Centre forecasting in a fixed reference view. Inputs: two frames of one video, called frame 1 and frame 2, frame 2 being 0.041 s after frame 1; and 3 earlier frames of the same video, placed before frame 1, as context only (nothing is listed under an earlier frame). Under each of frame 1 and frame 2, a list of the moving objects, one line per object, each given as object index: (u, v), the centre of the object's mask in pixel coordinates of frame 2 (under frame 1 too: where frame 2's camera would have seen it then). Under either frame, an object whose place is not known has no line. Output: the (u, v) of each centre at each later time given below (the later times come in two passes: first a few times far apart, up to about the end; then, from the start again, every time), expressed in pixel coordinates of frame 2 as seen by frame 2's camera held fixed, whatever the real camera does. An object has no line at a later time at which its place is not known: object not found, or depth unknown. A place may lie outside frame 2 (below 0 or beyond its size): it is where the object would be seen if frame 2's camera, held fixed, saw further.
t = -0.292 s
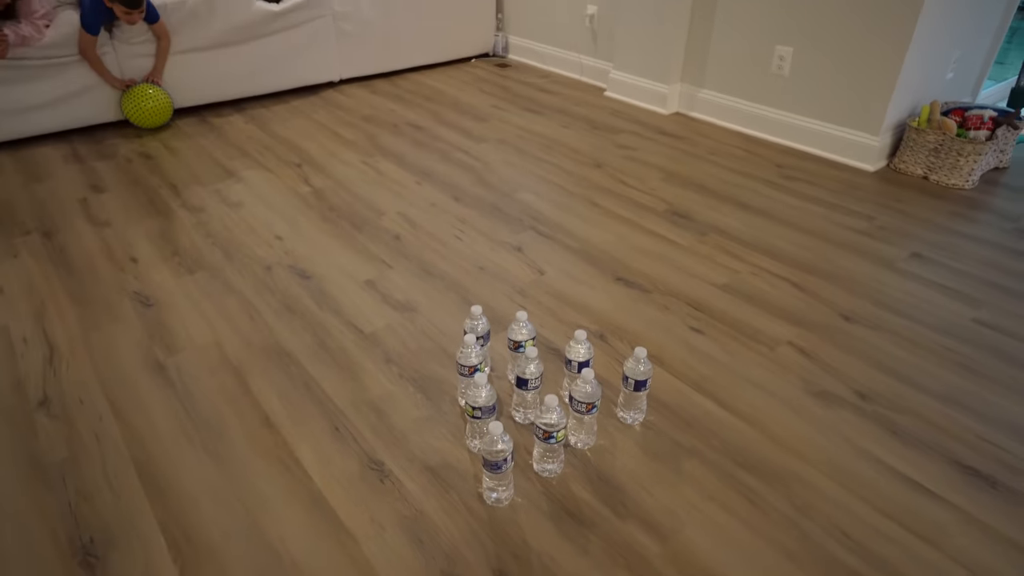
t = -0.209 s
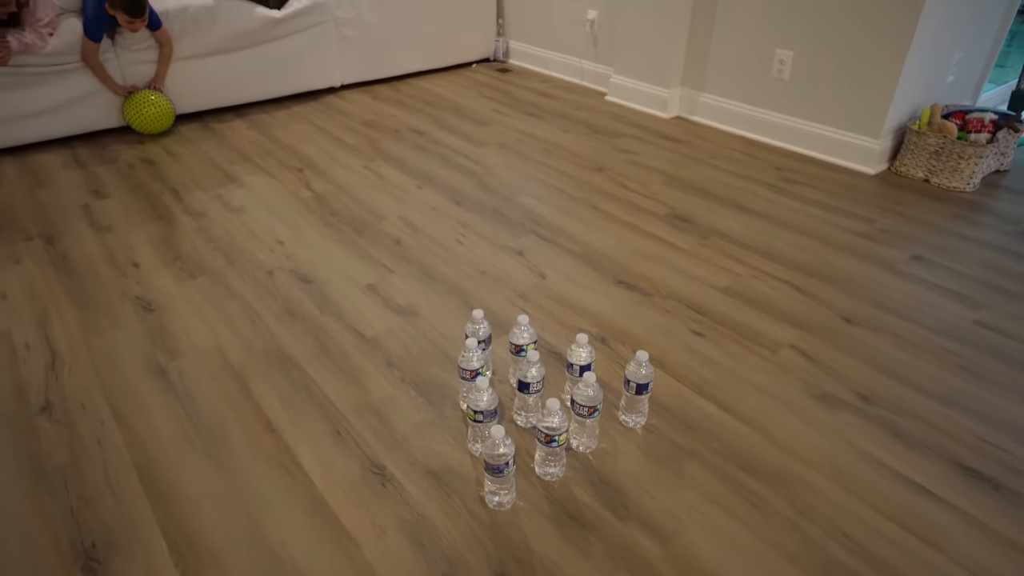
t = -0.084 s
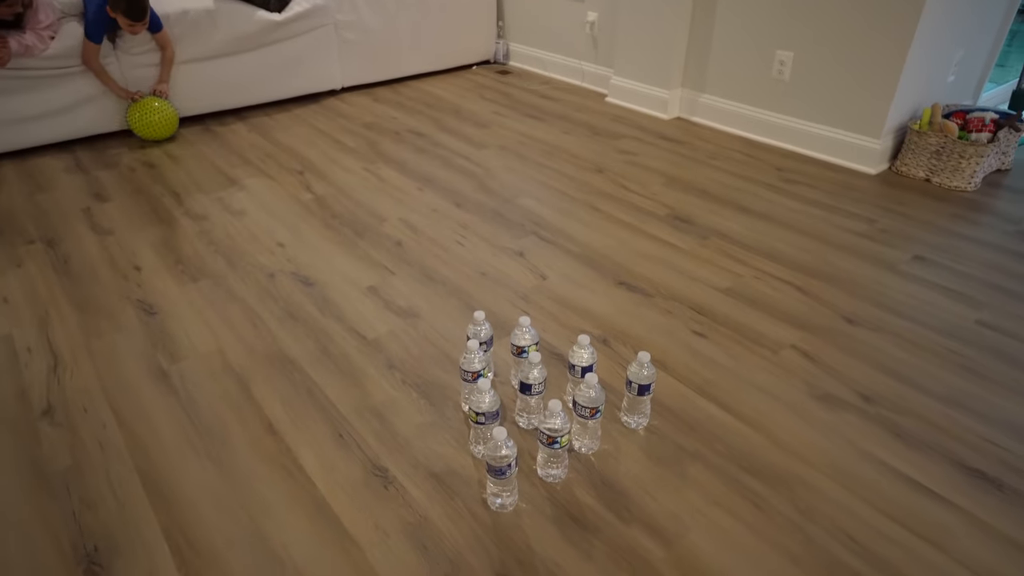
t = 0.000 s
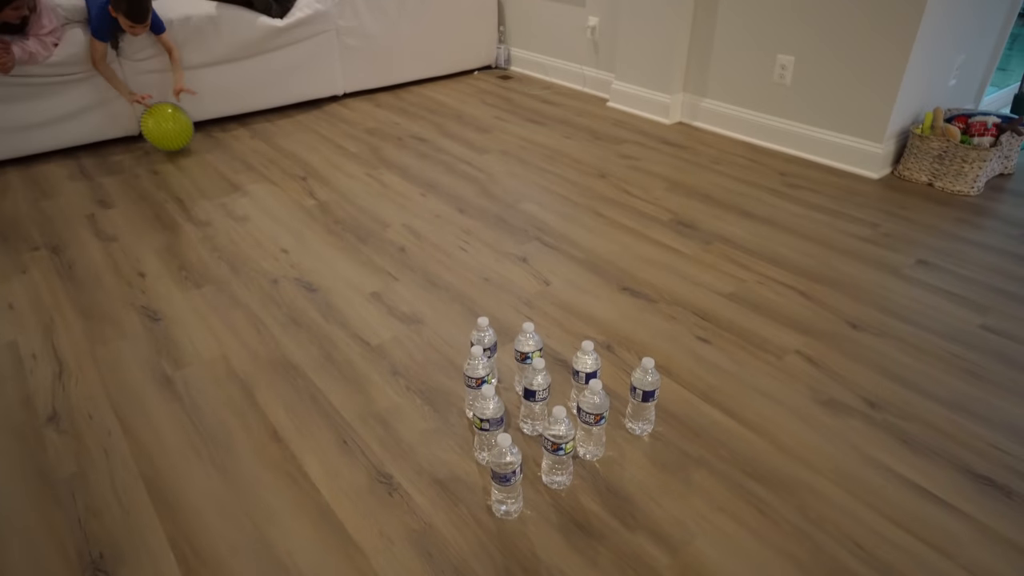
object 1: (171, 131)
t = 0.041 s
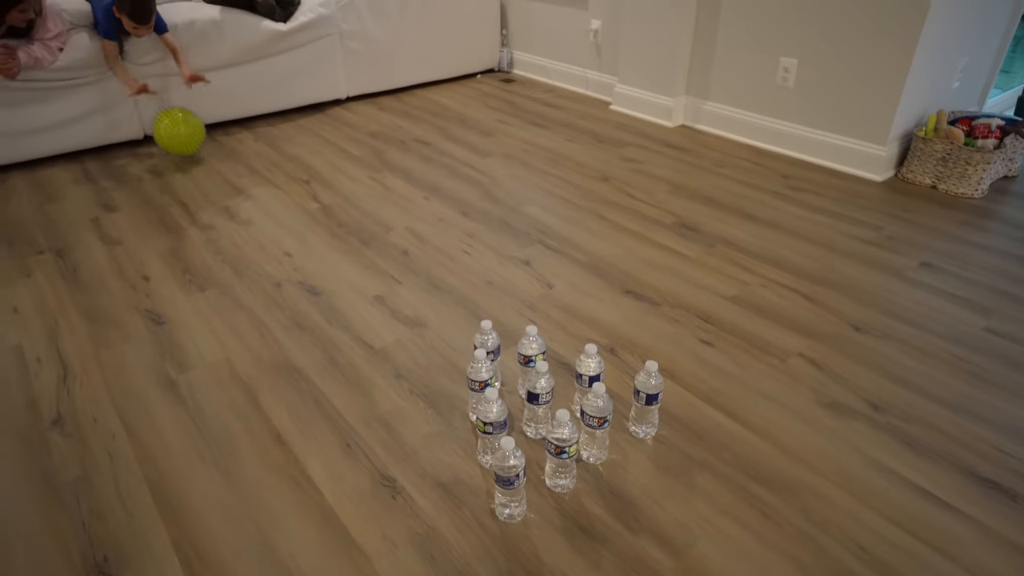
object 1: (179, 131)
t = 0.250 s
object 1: (225, 155)
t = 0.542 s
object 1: (299, 195)
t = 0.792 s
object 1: (369, 232)
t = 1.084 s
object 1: (470, 295)
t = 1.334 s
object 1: (558, 315)
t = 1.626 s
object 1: (635, 292)
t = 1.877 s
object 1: (697, 282)
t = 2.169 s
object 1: (768, 272)
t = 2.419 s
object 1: (822, 268)
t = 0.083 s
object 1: (188, 137)
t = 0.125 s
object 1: (199, 147)
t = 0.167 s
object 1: (208, 149)
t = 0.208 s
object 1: (216, 150)
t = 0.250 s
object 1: (225, 155)
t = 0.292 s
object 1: (236, 164)
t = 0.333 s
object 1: (246, 172)
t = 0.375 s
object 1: (255, 171)
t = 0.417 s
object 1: (266, 176)
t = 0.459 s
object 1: (277, 185)
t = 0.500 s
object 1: (290, 196)
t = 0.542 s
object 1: (299, 195)
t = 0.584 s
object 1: (310, 198)
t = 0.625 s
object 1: (321, 206)
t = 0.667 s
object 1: (333, 217)
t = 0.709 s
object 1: (345, 225)
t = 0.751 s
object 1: (356, 225)
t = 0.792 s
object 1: (369, 232)
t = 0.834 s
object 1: (384, 243)
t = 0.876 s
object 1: (399, 257)
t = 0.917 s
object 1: (412, 258)
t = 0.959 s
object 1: (426, 263)
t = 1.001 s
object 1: (440, 273)
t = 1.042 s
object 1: (455, 289)
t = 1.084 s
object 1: (470, 295)
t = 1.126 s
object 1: (486, 296)
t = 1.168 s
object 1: (502, 301)
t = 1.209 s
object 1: (520, 311)
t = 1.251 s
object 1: (533, 311)
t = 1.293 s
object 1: (546, 310)
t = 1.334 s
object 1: (558, 315)
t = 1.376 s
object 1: (570, 311)
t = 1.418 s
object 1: (582, 304)
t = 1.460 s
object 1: (593, 302)
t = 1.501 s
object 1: (603, 304)
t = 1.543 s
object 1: (615, 303)
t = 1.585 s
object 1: (625, 295)
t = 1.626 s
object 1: (635, 292)
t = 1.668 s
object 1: (644, 294)
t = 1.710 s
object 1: (654, 291)
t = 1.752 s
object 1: (666, 287)
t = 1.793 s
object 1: (675, 286)
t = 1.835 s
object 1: (685, 287)
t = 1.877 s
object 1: (697, 282)
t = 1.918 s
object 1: (708, 281)
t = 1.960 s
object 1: (718, 281)
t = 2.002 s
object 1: (729, 276)
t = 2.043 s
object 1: (739, 277)
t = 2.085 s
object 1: (750, 274)
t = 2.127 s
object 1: (759, 272)
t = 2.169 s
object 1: (768, 272)
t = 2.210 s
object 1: (778, 271)
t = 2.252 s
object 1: (786, 272)
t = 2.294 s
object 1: (795, 269)
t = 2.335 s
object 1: (804, 270)
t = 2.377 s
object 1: (813, 268)
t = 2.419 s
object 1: (822, 268)
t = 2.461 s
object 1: (829, 266)
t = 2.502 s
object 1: (835, 265)
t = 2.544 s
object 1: (843, 264)
